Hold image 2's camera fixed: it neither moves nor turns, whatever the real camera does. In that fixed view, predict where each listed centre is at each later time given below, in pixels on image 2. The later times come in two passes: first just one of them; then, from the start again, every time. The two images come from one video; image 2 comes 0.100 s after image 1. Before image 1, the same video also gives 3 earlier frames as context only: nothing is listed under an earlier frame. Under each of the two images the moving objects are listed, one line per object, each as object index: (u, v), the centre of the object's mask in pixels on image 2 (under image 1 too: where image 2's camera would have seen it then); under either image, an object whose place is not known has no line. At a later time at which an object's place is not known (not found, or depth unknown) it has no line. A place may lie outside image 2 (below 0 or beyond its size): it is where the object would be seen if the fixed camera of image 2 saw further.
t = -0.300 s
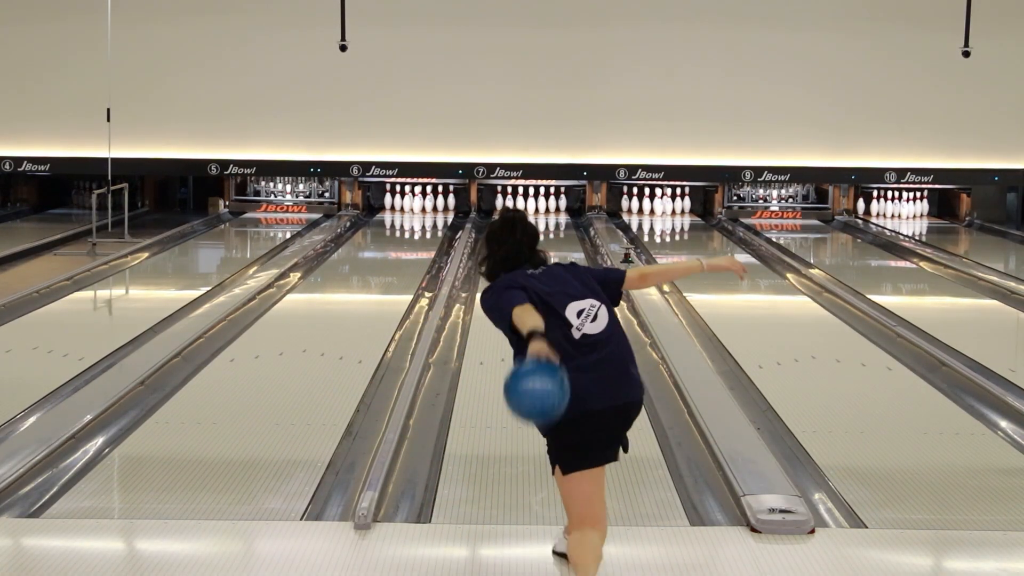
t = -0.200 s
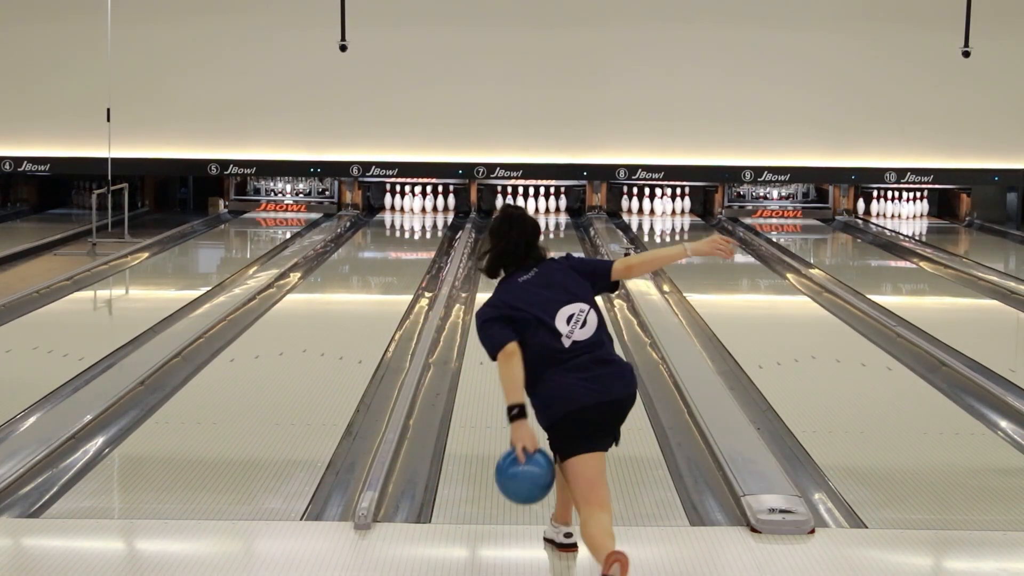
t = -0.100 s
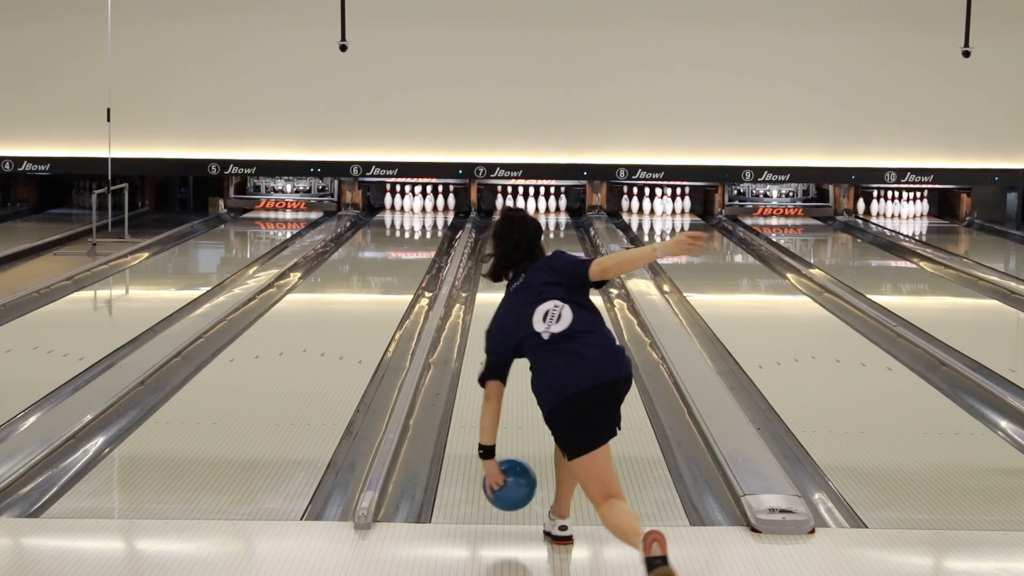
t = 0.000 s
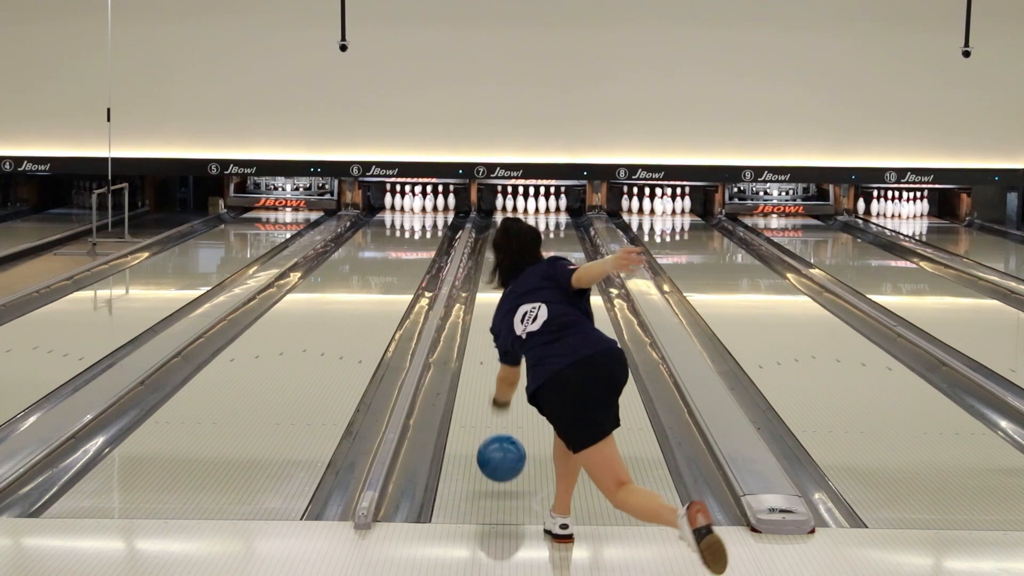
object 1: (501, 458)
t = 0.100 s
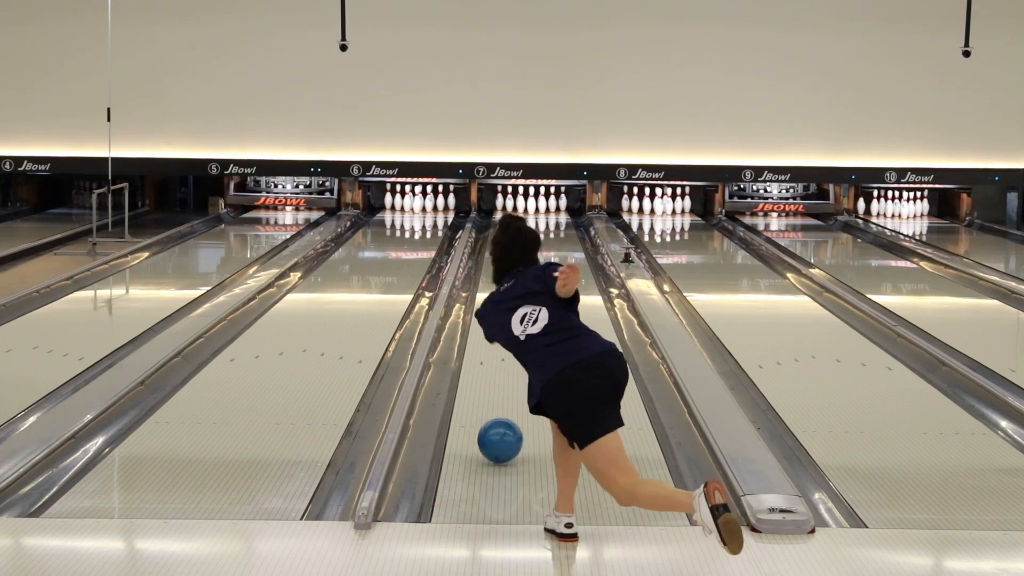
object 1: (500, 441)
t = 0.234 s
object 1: (498, 408)
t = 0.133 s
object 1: (500, 433)
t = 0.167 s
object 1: (499, 424)
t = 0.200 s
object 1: (499, 416)
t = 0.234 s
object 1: (498, 408)
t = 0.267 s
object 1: (498, 400)
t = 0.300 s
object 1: (498, 393)
